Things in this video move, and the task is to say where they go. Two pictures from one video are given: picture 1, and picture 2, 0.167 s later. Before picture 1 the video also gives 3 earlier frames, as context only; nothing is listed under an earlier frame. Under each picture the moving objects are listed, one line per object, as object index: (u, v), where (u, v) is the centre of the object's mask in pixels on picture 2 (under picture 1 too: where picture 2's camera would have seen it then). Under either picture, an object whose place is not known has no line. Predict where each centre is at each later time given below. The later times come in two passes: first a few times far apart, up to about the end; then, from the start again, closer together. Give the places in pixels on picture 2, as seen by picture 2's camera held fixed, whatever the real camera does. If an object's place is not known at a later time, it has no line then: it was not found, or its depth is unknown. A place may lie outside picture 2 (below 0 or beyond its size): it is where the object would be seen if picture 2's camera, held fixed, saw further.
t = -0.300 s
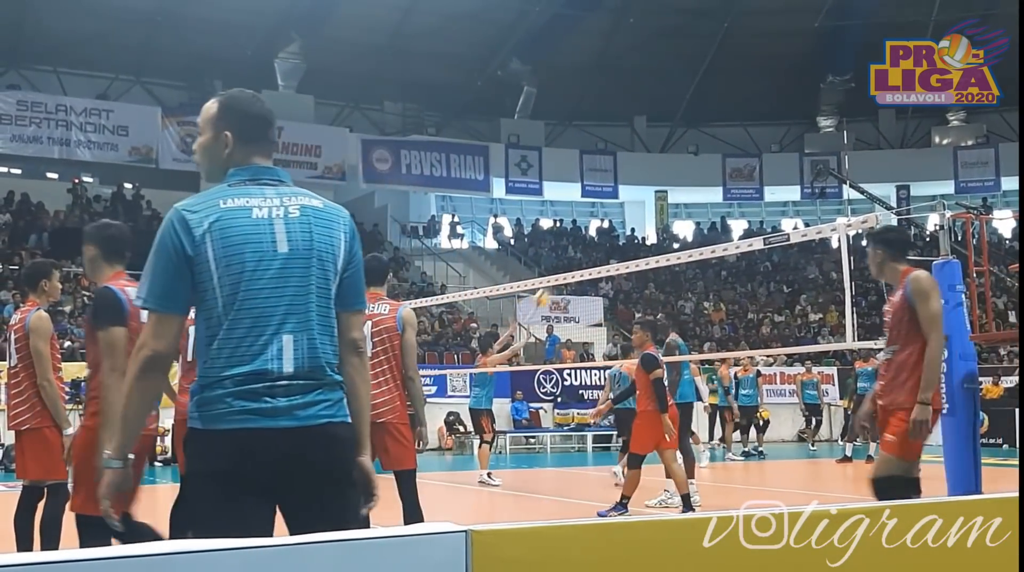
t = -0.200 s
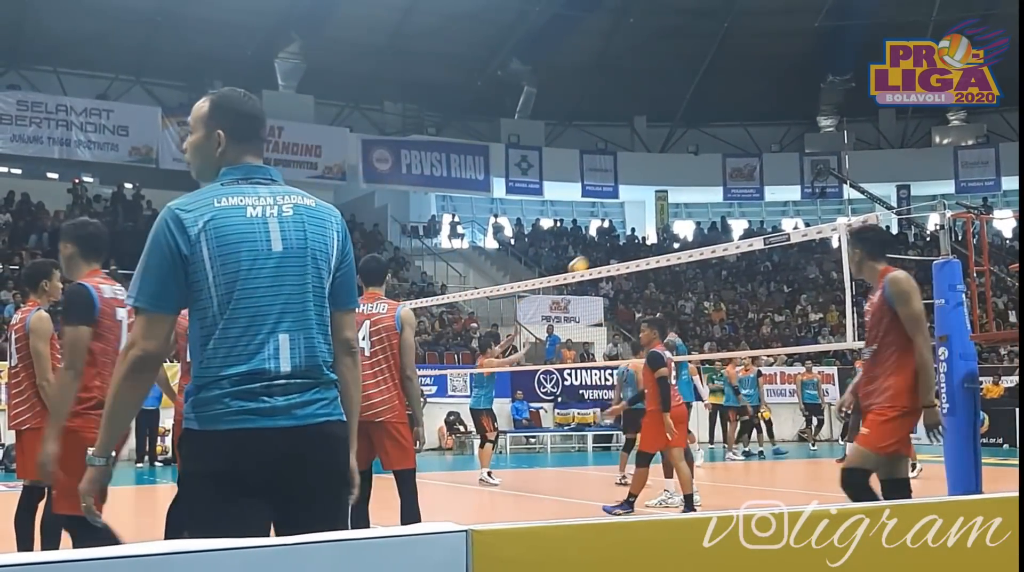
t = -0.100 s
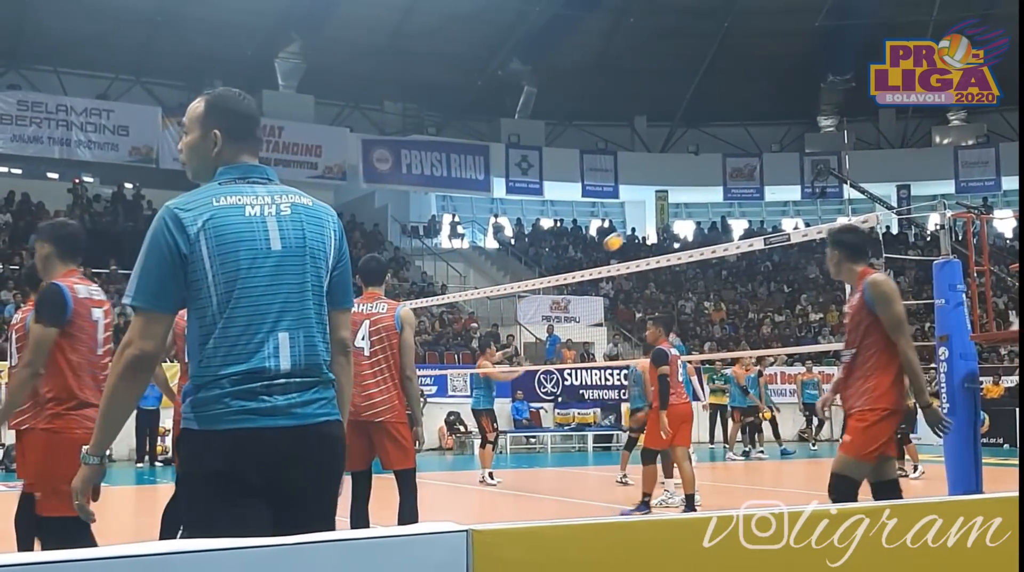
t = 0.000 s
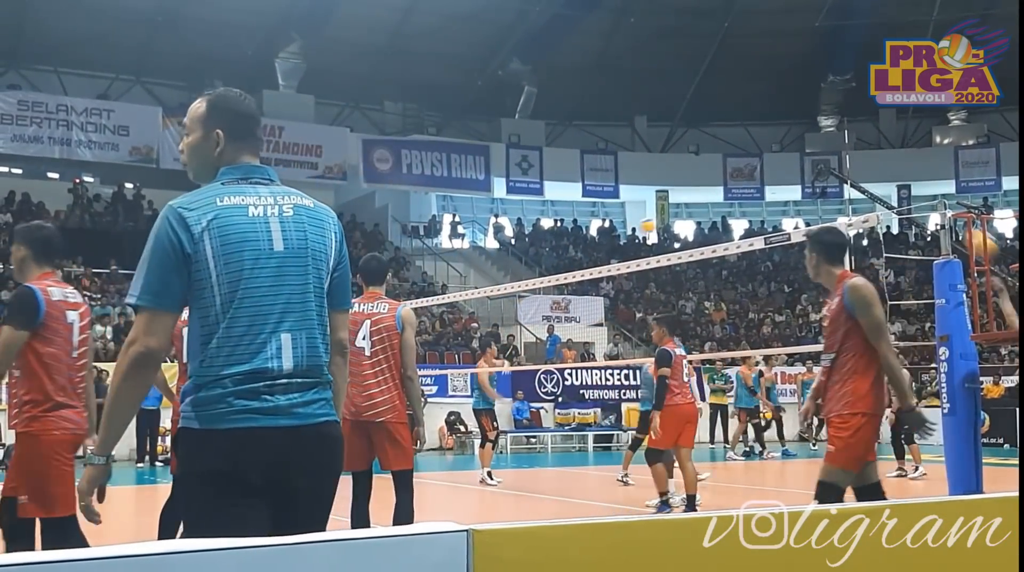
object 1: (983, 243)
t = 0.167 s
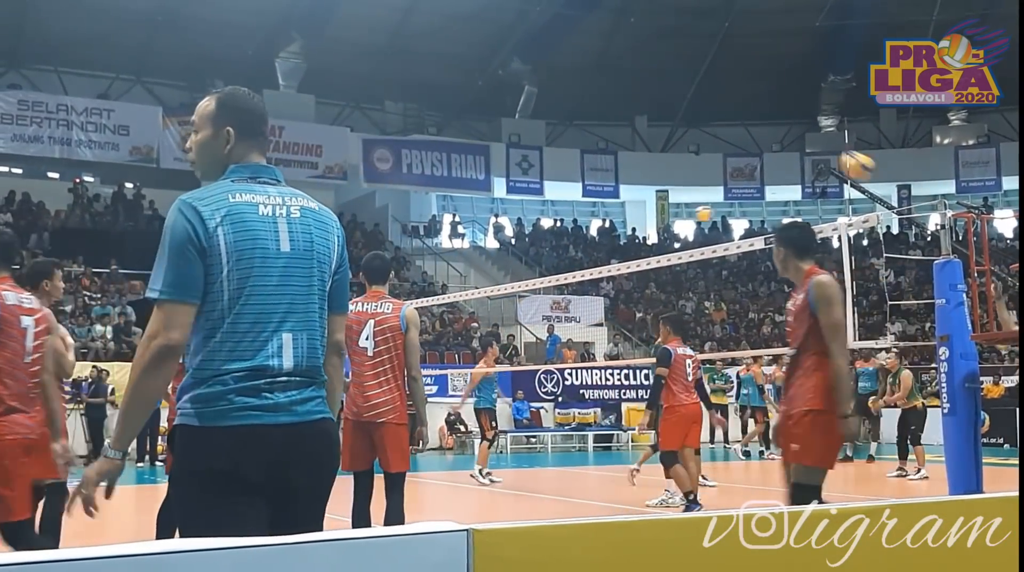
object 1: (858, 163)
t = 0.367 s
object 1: (716, 113)
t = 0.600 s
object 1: (566, 118)
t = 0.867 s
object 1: (405, 193)
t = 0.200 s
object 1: (831, 153)
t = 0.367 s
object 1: (716, 113)
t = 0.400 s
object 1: (694, 109)
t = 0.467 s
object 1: (652, 109)
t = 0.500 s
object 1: (629, 110)
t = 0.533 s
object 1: (607, 112)
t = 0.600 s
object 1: (566, 118)
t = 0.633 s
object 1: (544, 123)
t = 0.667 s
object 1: (524, 131)
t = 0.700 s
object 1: (504, 138)
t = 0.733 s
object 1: (483, 147)
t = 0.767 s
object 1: (463, 157)
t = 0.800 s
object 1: (441, 166)
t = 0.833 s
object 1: (423, 177)
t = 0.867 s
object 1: (405, 193)
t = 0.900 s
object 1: (384, 208)
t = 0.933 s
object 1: (365, 223)
